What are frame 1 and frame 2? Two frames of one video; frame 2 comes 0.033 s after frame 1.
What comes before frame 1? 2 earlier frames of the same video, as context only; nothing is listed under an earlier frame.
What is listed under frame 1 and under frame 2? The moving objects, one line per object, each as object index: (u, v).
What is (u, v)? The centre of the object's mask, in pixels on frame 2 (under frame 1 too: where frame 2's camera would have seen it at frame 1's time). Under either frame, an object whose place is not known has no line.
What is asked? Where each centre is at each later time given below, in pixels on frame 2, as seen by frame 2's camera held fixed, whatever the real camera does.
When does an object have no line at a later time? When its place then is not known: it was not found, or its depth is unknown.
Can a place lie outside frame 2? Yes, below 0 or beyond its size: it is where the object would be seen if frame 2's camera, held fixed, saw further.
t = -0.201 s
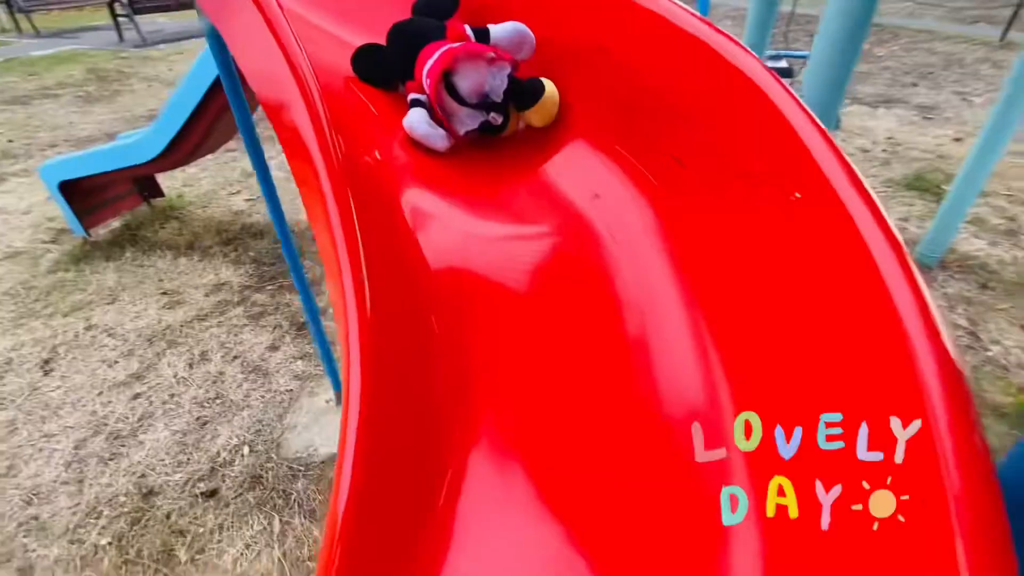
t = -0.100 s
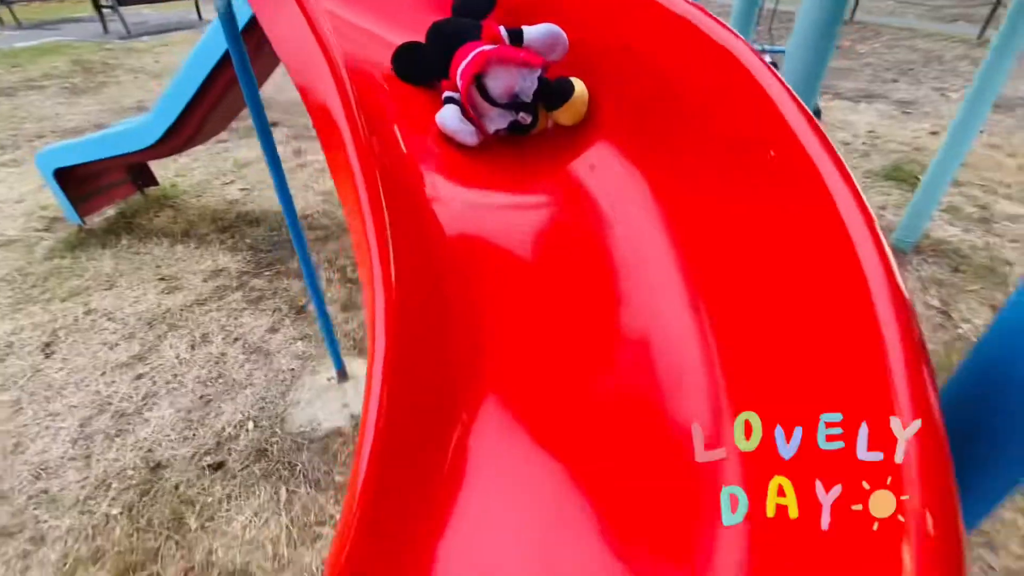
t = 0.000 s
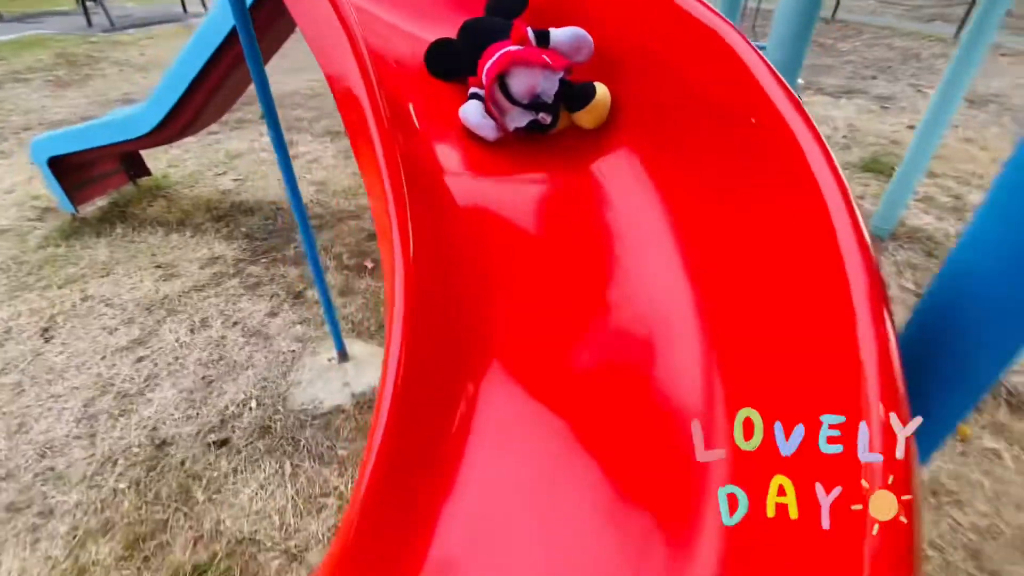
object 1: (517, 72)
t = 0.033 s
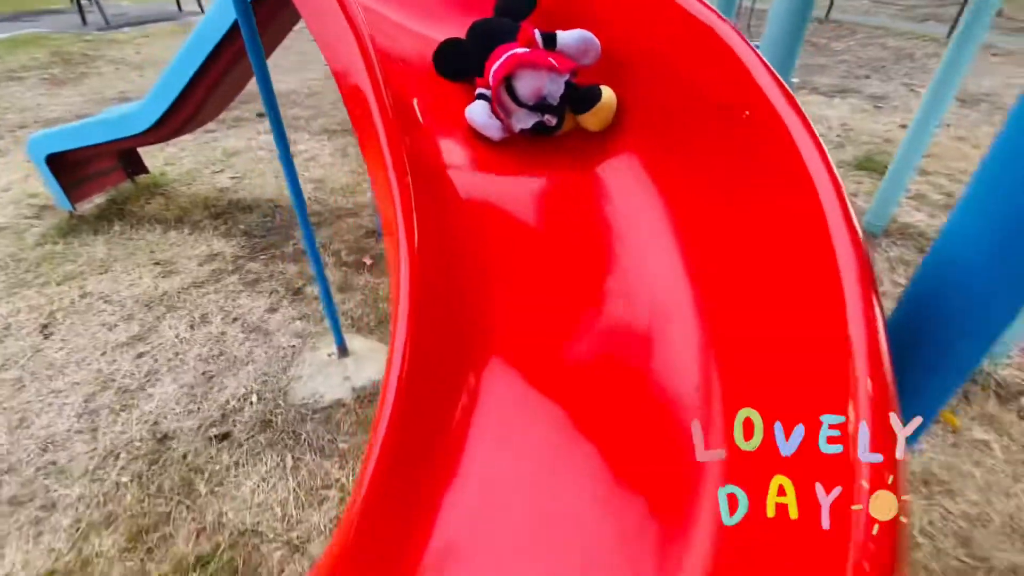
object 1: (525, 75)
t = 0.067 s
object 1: (533, 79)
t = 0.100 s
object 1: (541, 83)
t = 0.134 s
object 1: (547, 87)
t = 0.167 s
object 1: (553, 92)
